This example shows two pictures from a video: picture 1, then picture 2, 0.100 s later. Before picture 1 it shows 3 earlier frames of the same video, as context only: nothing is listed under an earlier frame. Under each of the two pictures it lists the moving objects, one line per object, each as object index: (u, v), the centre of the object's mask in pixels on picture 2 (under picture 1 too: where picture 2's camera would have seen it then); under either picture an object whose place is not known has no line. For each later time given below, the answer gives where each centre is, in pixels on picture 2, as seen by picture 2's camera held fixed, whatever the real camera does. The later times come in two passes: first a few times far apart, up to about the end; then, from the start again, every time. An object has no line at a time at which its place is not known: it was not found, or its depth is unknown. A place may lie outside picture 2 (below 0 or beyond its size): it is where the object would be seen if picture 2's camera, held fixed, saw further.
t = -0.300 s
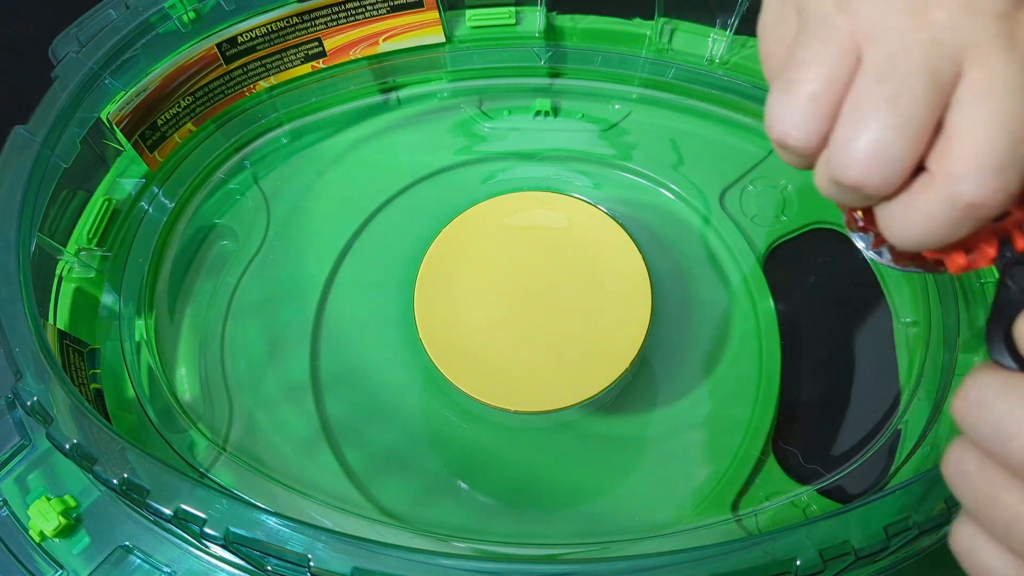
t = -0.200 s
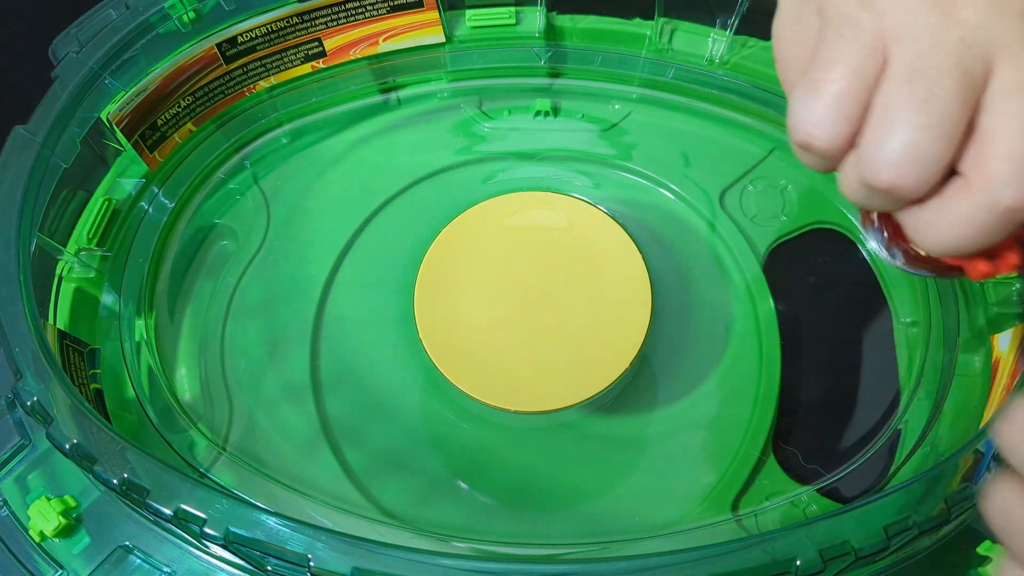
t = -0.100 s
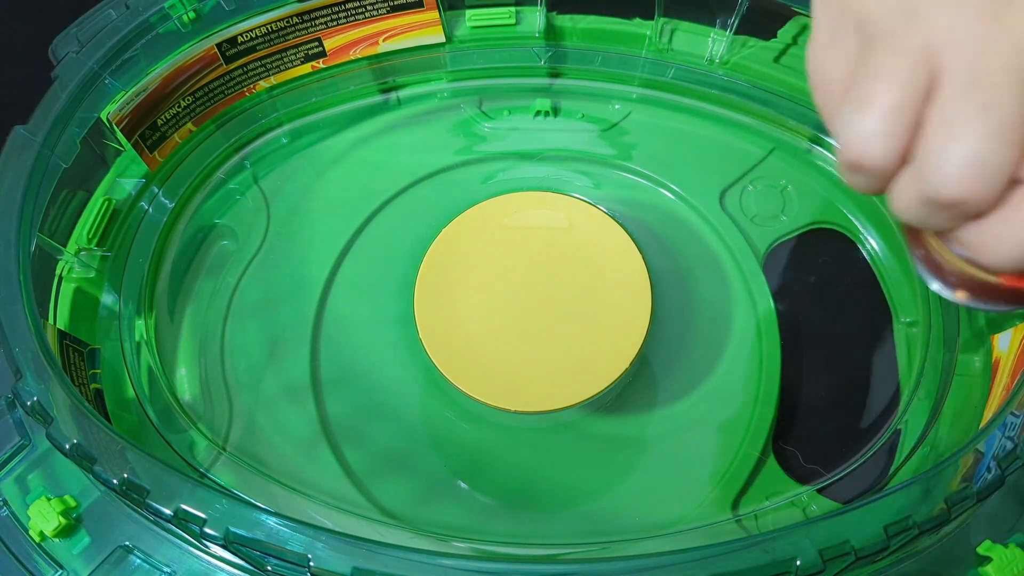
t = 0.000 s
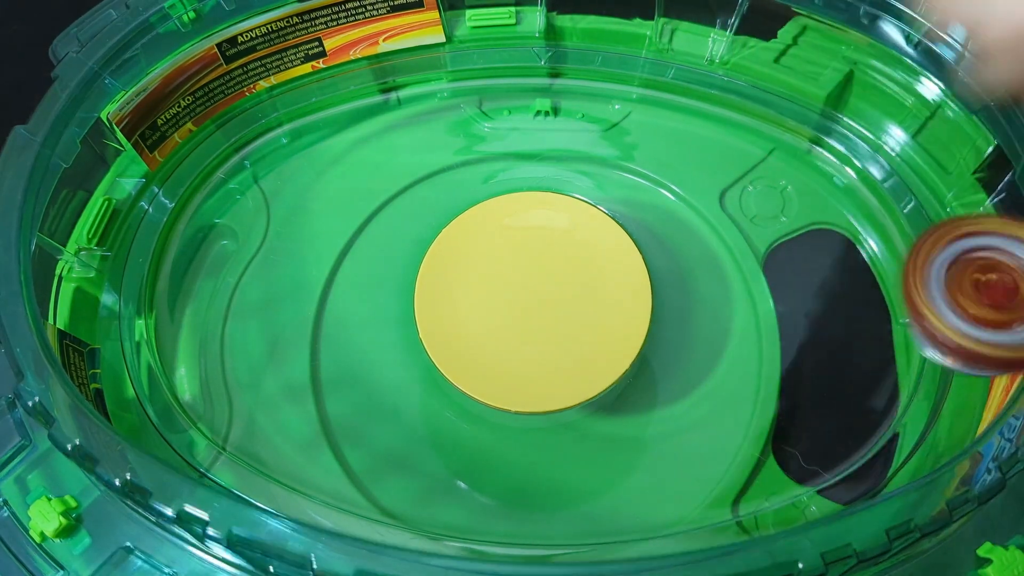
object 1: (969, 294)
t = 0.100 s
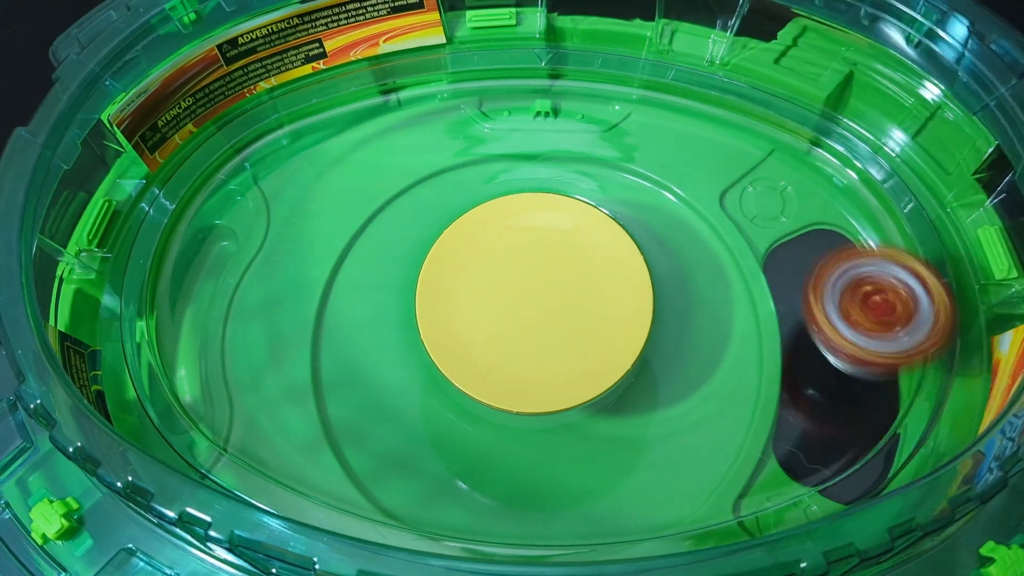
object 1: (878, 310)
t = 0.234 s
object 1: (749, 248)
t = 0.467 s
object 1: (455, 203)
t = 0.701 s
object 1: (197, 296)
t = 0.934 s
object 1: (214, 345)
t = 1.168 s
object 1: (392, 348)
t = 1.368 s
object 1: (607, 291)
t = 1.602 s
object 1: (667, 149)
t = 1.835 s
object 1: (537, 80)
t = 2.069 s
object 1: (351, 158)
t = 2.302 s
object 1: (326, 307)
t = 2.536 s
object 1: (522, 385)
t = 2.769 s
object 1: (701, 203)
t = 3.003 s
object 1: (674, 103)
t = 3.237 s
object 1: (502, 159)
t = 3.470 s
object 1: (452, 386)
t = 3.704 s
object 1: (695, 414)
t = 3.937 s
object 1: (851, 287)
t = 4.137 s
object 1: (828, 181)
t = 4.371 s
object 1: (664, 116)
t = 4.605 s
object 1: (405, 172)
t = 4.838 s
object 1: (287, 314)
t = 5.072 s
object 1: (387, 409)
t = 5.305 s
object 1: (607, 322)
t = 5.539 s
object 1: (559, 163)
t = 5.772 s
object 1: (419, 292)
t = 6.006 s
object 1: (606, 343)
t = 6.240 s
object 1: (588, 178)
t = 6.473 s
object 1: (452, 259)
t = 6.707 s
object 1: (550, 347)
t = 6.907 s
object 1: (621, 256)
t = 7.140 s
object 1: (522, 205)
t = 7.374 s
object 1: (466, 267)
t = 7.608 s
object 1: (505, 322)
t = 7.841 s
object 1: (567, 306)
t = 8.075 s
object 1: (575, 247)
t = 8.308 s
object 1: (522, 214)
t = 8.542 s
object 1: (479, 244)
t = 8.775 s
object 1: (510, 281)
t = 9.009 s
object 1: (565, 271)
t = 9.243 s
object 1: (573, 229)
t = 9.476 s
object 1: (530, 217)
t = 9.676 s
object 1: (512, 252)
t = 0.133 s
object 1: (848, 287)
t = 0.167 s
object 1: (817, 274)
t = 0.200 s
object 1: (786, 264)
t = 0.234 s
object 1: (749, 248)
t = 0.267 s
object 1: (711, 235)
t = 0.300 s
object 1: (678, 223)
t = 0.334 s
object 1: (639, 212)
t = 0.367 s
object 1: (595, 207)
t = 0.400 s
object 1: (548, 202)
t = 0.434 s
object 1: (501, 202)
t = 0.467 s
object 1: (455, 203)
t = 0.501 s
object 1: (414, 210)
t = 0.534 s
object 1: (374, 223)
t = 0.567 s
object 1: (338, 236)
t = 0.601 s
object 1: (300, 251)
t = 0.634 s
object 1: (265, 265)
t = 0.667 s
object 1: (229, 281)
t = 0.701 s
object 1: (197, 296)
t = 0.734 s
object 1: (165, 312)
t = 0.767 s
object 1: (151, 321)
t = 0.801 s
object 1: (156, 327)
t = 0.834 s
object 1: (167, 332)
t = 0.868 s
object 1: (183, 337)
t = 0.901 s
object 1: (197, 342)
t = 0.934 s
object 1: (214, 345)
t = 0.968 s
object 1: (233, 349)
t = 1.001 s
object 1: (253, 351)
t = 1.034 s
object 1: (277, 353)
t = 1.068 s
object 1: (301, 354)
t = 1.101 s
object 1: (328, 352)
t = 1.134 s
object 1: (363, 351)
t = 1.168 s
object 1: (392, 348)
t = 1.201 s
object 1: (426, 343)
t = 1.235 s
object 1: (460, 341)
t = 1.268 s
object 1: (498, 334)
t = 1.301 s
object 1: (543, 322)
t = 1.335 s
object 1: (576, 307)
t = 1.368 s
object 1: (607, 291)
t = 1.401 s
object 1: (636, 273)
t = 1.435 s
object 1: (656, 252)
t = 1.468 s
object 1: (667, 230)
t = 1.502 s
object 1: (672, 209)
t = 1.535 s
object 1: (674, 190)
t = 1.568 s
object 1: (673, 170)
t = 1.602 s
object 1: (667, 149)
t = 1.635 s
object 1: (660, 131)
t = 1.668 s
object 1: (648, 115)
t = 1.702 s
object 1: (631, 102)
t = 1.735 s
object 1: (611, 91)
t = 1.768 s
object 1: (590, 83)
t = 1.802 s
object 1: (566, 80)
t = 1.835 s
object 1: (537, 80)
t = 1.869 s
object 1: (509, 82)
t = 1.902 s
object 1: (481, 89)
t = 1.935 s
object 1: (452, 98)
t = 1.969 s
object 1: (422, 111)
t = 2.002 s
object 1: (393, 126)
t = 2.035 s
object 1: (370, 141)
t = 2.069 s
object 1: (351, 158)
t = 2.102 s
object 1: (334, 179)
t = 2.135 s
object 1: (320, 199)
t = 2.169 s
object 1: (312, 220)
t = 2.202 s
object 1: (310, 241)
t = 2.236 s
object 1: (312, 263)
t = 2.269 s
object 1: (317, 286)
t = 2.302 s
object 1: (326, 307)
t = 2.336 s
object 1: (341, 325)
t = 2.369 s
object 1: (360, 341)
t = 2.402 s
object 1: (383, 355)
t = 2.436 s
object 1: (414, 369)
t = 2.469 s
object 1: (446, 380)
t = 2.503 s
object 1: (483, 386)
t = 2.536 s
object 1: (522, 385)
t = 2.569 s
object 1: (563, 374)
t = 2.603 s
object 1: (602, 354)
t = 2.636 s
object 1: (636, 327)
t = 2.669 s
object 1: (661, 293)
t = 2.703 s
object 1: (678, 259)
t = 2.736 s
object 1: (690, 229)
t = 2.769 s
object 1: (701, 203)
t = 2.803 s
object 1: (708, 180)
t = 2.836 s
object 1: (712, 161)
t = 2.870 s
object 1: (711, 143)
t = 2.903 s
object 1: (707, 129)
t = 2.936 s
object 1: (699, 117)
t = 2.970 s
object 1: (688, 108)
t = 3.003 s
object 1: (674, 103)
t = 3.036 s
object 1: (657, 101)
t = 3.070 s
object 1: (636, 103)
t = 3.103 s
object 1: (613, 108)
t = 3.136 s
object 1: (588, 116)
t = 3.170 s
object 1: (560, 127)
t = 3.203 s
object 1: (532, 140)
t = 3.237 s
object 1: (502, 159)
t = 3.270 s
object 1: (472, 186)
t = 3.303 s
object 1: (446, 218)
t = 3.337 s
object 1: (428, 252)
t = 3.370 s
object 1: (419, 290)
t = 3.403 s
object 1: (421, 326)
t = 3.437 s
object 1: (433, 358)
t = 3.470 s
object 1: (452, 386)
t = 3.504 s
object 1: (476, 407)
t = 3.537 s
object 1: (504, 423)
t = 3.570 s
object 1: (537, 434)
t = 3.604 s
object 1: (575, 437)
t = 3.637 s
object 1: (615, 434)
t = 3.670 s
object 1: (656, 426)
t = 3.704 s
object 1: (695, 414)
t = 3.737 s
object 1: (732, 400)
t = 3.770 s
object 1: (763, 384)
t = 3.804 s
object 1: (790, 366)
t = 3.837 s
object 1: (812, 347)
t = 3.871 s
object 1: (830, 326)
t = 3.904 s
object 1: (843, 306)
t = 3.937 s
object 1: (851, 287)
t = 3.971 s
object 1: (857, 271)
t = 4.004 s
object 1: (860, 253)
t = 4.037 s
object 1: (858, 235)
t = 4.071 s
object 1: (851, 216)
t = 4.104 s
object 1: (841, 197)
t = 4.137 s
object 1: (828, 181)
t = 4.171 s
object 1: (813, 166)
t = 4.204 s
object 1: (796, 153)
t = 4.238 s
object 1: (776, 141)
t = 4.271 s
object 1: (752, 131)
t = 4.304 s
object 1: (725, 123)
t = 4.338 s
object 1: (695, 118)
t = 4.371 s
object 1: (664, 116)
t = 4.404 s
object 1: (631, 116)
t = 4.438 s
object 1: (593, 118)
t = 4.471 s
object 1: (550, 124)
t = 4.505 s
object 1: (509, 132)
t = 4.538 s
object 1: (470, 145)
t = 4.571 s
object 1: (435, 158)
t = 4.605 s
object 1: (405, 172)
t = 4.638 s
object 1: (376, 190)
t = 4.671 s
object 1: (350, 209)
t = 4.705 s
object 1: (330, 230)
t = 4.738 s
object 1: (315, 250)
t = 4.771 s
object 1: (303, 269)
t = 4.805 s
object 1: (293, 292)
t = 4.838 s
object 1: (287, 314)
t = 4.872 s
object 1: (289, 335)
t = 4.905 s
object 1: (296, 353)
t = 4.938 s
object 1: (305, 369)
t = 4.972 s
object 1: (318, 384)
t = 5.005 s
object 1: (339, 397)
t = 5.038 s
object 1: (364, 405)
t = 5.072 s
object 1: (387, 409)
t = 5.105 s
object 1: (416, 413)
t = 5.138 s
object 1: (452, 411)
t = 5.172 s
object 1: (485, 403)
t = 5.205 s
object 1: (515, 393)
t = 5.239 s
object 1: (554, 377)
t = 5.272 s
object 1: (588, 351)
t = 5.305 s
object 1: (607, 322)
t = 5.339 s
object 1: (626, 293)
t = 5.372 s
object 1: (634, 259)
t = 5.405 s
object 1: (632, 231)
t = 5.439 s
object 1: (626, 206)
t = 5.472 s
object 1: (607, 184)
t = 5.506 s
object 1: (584, 170)
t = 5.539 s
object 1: (559, 163)
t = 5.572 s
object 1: (526, 163)
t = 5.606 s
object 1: (493, 173)
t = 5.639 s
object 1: (466, 188)
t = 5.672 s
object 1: (441, 206)
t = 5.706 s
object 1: (423, 234)
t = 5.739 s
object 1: (418, 263)
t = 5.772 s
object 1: (419, 292)
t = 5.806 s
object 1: (430, 320)
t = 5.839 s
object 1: (454, 342)
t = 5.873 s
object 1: (478, 359)
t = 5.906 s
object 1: (513, 368)
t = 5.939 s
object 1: (545, 367)
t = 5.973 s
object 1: (575, 361)
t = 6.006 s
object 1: (606, 343)
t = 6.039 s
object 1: (623, 321)
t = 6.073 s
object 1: (638, 294)
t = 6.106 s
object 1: (642, 263)
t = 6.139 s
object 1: (640, 237)
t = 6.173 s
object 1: (628, 211)
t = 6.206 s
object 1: (609, 193)
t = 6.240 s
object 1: (588, 178)
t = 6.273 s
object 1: (559, 171)
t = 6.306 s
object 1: (535, 173)
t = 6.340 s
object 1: (507, 179)
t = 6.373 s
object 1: (486, 195)
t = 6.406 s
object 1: (469, 213)
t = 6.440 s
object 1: (455, 237)
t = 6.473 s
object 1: (452, 259)
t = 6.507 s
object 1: (448, 283)
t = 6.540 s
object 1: (458, 304)
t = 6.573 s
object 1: (466, 322)
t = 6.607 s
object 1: (485, 338)
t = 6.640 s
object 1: (502, 345)
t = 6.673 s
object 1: (528, 351)
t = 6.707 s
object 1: (550, 347)
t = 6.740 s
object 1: (574, 343)
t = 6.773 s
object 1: (592, 328)
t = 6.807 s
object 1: (609, 315)
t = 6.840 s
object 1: (618, 295)
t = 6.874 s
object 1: (625, 276)
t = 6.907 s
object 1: (621, 256)
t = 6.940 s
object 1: (617, 239)
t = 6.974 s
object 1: (601, 223)
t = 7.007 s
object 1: (589, 212)
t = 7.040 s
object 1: (569, 205)
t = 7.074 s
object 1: (554, 201)
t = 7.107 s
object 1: (535, 202)
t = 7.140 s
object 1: (522, 205)
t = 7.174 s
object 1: (506, 211)
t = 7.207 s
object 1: (496, 217)
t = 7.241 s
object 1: (484, 227)
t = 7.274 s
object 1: (479, 235)
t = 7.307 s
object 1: (471, 246)
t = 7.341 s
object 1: (467, 255)
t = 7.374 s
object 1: (466, 267)
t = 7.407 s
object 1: (466, 277)
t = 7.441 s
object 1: (470, 288)
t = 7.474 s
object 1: (472, 296)
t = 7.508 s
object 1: (482, 305)
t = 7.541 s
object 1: (486, 312)
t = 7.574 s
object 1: (499, 317)
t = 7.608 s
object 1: (505, 322)
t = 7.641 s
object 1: (515, 322)
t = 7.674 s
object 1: (525, 325)
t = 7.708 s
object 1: (533, 324)
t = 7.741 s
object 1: (545, 322)
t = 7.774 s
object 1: (551, 318)
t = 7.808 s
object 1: (562, 312)
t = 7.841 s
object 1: (567, 306)
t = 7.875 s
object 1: (571, 298)
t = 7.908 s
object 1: (579, 290)
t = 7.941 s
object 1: (579, 281)
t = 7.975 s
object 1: (581, 272)
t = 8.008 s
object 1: (580, 264)
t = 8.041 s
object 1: (576, 254)
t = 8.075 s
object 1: (575, 247)
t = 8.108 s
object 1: (567, 239)
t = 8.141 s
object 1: (563, 231)
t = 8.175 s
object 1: (556, 227)
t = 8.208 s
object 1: (546, 221)
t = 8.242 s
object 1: (541, 218)
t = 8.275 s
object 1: (530, 216)
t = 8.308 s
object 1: (522, 214)
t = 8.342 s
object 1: (515, 216)
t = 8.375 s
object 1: (504, 217)
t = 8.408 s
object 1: (499, 219)
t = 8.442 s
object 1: (491, 225)
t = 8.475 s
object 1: (485, 229)
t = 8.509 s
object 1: (484, 236)
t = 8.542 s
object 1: (479, 244)
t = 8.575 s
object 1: (479, 249)
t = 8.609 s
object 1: (483, 258)
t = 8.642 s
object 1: (482, 264)
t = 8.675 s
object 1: (489, 269)
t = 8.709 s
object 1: (495, 275)
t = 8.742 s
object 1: (500, 279)
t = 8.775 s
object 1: (510, 281)
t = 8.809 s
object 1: (518, 284)
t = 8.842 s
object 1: (524, 284)
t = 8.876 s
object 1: (536, 283)
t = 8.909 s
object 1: (543, 283)
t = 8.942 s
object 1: (549, 279)
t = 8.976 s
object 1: (559, 275)
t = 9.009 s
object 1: (565, 271)
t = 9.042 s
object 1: (569, 265)
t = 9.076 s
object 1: (575, 260)
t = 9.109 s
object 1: (578, 255)
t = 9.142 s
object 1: (577, 248)
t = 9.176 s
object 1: (579, 240)
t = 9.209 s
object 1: (578, 235)
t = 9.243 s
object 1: (573, 229)
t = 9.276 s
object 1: (570, 223)
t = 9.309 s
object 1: (567, 219)
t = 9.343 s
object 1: (559, 216)
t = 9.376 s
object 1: (551, 213)
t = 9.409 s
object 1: (547, 214)
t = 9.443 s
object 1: (538, 216)
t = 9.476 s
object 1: (530, 217)
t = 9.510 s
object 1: (527, 221)
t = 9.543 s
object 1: (522, 227)
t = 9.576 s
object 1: (516, 232)
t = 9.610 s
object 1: (515, 237)
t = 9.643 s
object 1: (515, 245)
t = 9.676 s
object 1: (512, 252)
